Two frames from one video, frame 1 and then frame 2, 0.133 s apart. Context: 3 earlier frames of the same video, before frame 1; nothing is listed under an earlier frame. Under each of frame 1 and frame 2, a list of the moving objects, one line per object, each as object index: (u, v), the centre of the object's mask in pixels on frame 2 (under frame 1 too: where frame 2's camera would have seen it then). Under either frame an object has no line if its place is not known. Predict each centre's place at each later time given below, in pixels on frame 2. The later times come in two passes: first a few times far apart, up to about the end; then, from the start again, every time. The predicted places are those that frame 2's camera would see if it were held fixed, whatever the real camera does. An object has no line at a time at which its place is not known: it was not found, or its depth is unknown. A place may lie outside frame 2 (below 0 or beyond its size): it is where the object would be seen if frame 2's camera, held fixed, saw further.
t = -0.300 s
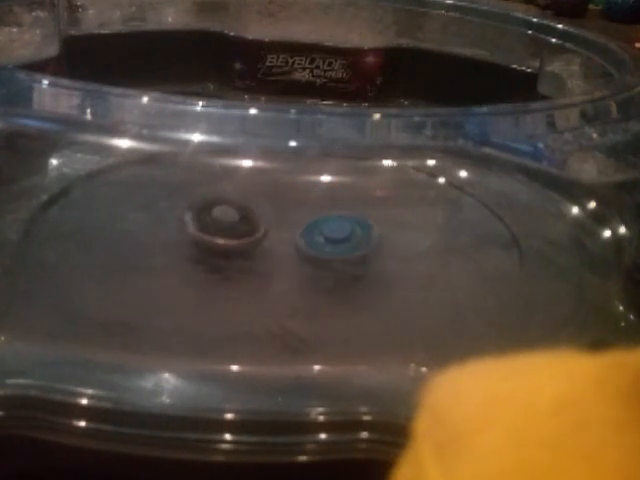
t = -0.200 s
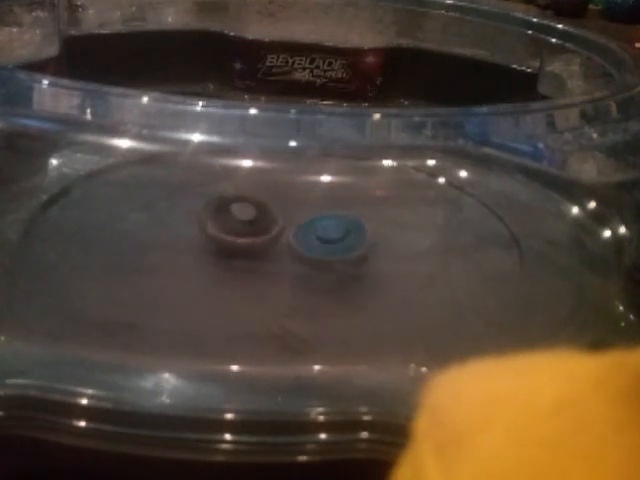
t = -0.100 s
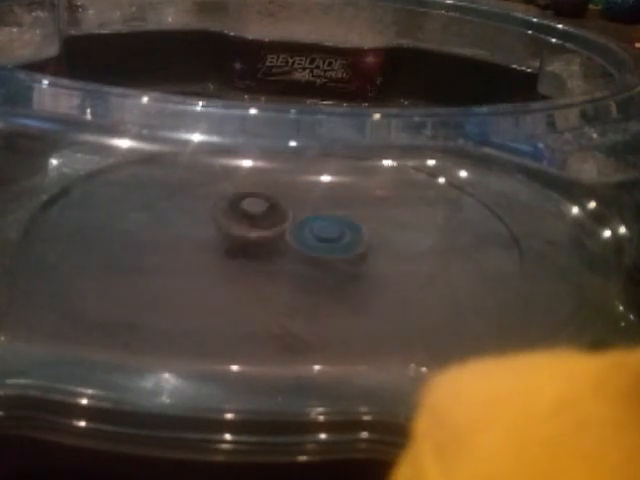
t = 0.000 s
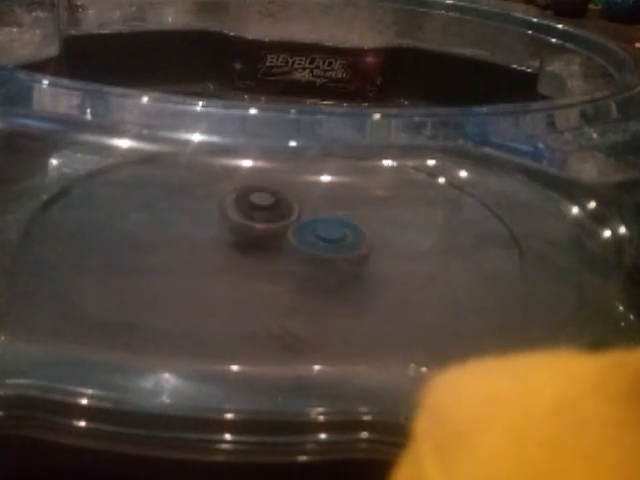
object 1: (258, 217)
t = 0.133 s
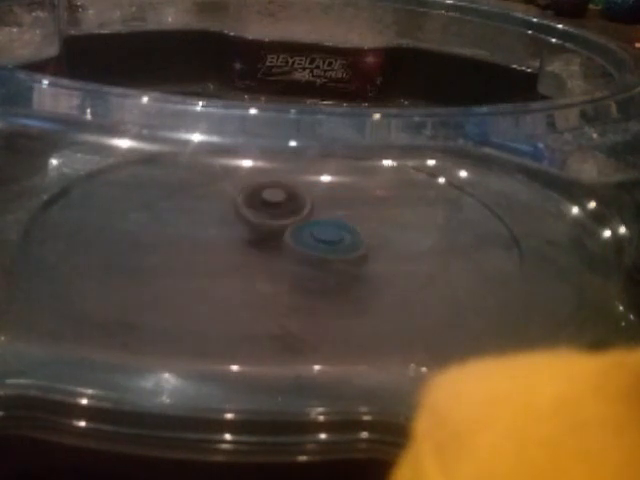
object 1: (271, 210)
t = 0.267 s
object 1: (286, 207)
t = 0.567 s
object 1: (312, 206)
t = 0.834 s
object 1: (308, 208)
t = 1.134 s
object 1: (281, 215)
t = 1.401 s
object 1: (258, 219)
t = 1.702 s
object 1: (243, 215)
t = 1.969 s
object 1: (255, 211)
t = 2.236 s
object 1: (281, 208)
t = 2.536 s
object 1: (312, 219)
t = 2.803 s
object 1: (337, 224)
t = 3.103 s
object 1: (337, 238)
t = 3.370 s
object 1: (343, 241)
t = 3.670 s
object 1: (314, 237)
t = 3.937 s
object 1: (316, 232)
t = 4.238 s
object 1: (323, 227)
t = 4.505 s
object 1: (326, 231)
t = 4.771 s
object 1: (352, 235)
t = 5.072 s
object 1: (333, 241)
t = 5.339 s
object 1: (324, 241)
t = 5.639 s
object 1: (315, 236)
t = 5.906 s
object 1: (324, 236)
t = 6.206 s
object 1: (316, 237)
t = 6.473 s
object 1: (316, 241)
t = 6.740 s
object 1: (302, 243)
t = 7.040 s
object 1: (294, 243)
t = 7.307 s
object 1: (296, 253)
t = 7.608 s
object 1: (305, 253)
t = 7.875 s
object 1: (310, 256)
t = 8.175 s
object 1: (308, 254)
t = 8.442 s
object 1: (298, 254)
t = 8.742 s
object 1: (283, 255)
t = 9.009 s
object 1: (267, 250)
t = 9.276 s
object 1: (258, 239)
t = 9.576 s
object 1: (261, 235)
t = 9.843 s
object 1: (265, 237)
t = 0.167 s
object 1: (275, 208)
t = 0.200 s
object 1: (278, 209)
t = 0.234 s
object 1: (282, 207)
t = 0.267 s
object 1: (286, 207)
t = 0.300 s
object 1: (290, 208)
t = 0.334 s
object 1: (294, 208)
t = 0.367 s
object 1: (299, 207)
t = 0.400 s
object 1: (301, 206)
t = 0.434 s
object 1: (302, 205)
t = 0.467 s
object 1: (305, 205)
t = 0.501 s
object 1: (307, 204)
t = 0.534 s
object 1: (309, 205)
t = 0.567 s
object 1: (312, 206)
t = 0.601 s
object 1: (313, 206)
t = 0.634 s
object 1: (314, 207)
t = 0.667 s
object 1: (315, 208)
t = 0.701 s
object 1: (315, 209)
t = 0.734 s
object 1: (314, 210)
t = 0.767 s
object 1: (313, 209)
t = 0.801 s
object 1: (311, 208)
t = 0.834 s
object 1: (308, 208)
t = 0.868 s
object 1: (307, 208)
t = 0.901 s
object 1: (304, 208)
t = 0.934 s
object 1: (301, 207)
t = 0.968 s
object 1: (298, 209)
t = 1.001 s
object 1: (294, 210)
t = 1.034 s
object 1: (292, 211)
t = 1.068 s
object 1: (288, 212)
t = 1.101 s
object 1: (285, 213)
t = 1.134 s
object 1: (281, 215)
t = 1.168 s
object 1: (278, 215)
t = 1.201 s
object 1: (276, 215)
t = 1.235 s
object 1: (272, 216)
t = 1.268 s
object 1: (270, 217)
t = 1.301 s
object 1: (266, 217)
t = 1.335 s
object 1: (262, 218)
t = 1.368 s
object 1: (260, 219)
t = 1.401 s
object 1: (258, 219)
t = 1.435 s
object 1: (255, 216)
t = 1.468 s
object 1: (253, 216)
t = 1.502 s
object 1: (250, 215)
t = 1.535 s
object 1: (246, 216)
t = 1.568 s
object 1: (246, 215)
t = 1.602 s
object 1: (245, 215)
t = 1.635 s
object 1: (244, 217)
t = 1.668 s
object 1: (244, 215)
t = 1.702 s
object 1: (243, 215)
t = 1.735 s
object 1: (244, 215)
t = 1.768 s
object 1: (245, 215)
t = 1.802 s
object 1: (245, 215)
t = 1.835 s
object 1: (247, 214)
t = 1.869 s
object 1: (249, 214)
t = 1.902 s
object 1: (251, 213)
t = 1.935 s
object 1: (254, 212)
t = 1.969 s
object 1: (255, 211)
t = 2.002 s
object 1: (259, 211)
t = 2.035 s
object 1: (261, 211)
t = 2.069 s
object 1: (265, 209)
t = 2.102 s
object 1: (269, 209)
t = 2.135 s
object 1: (272, 208)
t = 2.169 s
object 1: (276, 208)
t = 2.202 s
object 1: (279, 208)
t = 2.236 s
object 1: (281, 208)
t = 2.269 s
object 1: (285, 208)
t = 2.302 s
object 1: (288, 209)
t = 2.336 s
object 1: (291, 209)
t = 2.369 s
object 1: (295, 210)
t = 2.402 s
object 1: (298, 211)
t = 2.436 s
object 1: (302, 213)
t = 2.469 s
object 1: (305, 213)
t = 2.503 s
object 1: (309, 217)
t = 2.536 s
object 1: (312, 219)
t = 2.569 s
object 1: (315, 220)
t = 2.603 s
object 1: (320, 222)
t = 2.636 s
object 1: (324, 222)
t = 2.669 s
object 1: (328, 221)
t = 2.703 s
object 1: (331, 222)
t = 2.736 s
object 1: (333, 222)
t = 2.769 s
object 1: (335, 223)
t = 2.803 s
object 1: (337, 224)
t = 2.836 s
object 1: (339, 225)
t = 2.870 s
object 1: (341, 227)
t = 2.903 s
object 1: (342, 228)
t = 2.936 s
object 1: (344, 230)
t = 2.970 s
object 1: (344, 231)
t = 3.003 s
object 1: (343, 231)
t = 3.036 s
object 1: (343, 233)
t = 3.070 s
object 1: (340, 235)
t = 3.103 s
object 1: (337, 238)
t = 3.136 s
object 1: (334, 238)
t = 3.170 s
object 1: (338, 237)
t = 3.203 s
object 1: (345, 238)
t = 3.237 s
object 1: (346, 241)
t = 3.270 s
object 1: (347, 241)
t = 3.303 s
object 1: (347, 241)
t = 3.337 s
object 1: (345, 241)
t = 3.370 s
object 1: (343, 241)
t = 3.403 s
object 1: (339, 241)
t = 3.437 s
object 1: (337, 241)
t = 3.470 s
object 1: (334, 240)
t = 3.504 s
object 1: (331, 240)
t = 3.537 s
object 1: (327, 240)
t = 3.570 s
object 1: (322, 238)
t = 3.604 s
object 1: (318, 237)
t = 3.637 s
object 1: (314, 238)
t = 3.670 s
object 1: (314, 237)
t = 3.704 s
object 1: (315, 237)
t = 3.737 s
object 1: (315, 236)
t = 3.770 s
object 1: (316, 236)
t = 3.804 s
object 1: (316, 235)
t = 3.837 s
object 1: (317, 234)
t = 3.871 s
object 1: (317, 233)
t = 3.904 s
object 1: (317, 233)
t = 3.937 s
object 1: (316, 232)
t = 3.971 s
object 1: (315, 232)
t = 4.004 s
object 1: (314, 230)
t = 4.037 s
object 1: (313, 230)
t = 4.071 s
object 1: (312, 229)
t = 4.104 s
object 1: (315, 229)
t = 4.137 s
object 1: (318, 229)
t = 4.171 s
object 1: (320, 228)
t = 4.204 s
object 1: (321, 227)
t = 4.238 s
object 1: (323, 227)
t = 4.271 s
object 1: (323, 227)
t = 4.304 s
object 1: (326, 227)
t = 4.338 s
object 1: (327, 228)
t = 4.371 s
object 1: (327, 228)
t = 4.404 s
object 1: (327, 228)
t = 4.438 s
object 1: (327, 229)
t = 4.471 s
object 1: (328, 229)
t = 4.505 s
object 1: (326, 231)
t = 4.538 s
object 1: (327, 231)
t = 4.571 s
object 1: (328, 231)
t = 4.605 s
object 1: (340, 232)
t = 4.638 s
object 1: (347, 233)
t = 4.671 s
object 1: (349, 234)
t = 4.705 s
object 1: (349, 234)
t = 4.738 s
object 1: (350, 234)
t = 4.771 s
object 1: (352, 235)
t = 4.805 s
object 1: (352, 236)
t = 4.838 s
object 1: (351, 240)
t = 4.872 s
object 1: (350, 241)
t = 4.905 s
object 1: (350, 242)
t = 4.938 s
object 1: (347, 242)
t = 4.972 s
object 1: (345, 242)
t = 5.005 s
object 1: (341, 242)
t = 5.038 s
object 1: (338, 241)
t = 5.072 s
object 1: (333, 241)
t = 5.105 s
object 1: (329, 241)
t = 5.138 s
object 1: (322, 239)
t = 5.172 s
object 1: (318, 238)
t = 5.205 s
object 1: (314, 237)
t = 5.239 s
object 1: (315, 238)
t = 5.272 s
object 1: (320, 240)
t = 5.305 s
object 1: (323, 242)
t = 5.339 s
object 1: (324, 241)
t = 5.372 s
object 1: (323, 240)
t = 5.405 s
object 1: (323, 239)
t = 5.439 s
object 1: (321, 239)
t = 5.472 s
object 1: (322, 238)
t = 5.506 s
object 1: (320, 237)
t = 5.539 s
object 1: (320, 237)
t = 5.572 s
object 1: (318, 236)
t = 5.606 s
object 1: (318, 235)
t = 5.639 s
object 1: (315, 236)
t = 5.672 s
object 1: (314, 235)
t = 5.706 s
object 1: (314, 235)
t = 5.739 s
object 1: (318, 236)
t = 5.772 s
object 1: (320, 235)
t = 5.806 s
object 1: (322, 236)
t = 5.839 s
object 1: (322, 236)
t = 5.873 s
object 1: (324, 236)
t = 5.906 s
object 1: (324, 236)
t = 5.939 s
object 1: (324, 236)
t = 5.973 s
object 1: (324, 236)
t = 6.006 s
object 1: (323, 237)
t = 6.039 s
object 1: (323, 236)
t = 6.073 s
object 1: (323, 236)
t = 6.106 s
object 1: (320, 236)
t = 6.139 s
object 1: (320, 236)
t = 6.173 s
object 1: (317, 236)
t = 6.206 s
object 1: (316, 237)
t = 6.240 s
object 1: (318, 237)
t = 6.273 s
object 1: (319, 238)
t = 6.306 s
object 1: (319, 238)
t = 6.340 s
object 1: (319, 239)
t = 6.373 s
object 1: (318, 239)
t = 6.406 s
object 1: (319, 240)
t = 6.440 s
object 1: (317, 241)
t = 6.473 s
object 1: (316, 241)
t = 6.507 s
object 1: (314, 241)
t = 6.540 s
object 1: (313, 242)
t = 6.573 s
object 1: (310, 242)
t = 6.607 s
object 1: (309, 243)
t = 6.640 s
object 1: (307, 242)
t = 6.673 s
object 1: (306, 243)
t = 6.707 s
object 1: (303, 243)
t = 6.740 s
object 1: (302, 243)
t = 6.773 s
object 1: (299, 243)
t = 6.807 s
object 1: (299, 243)
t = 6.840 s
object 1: (296, 242)
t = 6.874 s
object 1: (297, 243)
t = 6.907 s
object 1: (296, 243)
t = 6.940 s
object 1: (296, 244)
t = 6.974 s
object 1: (295, 243)
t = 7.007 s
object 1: (296, 243)
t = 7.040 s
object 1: (294, 243)
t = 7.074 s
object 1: (294, 244)
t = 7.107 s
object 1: (293, 244)
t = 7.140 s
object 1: (294, 244)
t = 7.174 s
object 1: (293, 244)
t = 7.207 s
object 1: (295, 245)
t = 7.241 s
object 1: (295, 250)
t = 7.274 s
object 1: (296, 253)
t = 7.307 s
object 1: (296, 253)
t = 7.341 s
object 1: (297, 253)
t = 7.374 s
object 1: (297, 254)
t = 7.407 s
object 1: (299, 253)
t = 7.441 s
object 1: (299, 254)
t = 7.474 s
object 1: (300, 254)
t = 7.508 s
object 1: (301, 255)
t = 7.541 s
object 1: (303, 254)
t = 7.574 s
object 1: (304, 254)
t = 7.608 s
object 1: (305, 253)
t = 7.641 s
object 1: (307, 254)
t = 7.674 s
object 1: (306, 253)
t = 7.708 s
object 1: (307, 254)
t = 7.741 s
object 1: (308, 255)
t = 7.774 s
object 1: (310, 256)
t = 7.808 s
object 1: (309, 257)
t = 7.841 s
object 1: (310, 256)
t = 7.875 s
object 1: (310, 256)
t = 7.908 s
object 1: (310, 256)
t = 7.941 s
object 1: (310, 256)
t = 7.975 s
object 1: (311, 256)
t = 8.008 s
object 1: (310, 256)
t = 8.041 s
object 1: (312, 256)
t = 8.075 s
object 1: (311, 255)
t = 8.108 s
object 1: (309, 254)
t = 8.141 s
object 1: (309, 254)
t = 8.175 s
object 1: (308, 254)
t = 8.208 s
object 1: (308, 255)
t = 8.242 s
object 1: (308, 255)
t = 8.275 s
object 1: (308, 254)
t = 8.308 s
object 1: (305, 254)
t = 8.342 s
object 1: (305, 254)
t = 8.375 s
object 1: (303, 253)
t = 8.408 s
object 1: (302, 254)
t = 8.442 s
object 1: (298, 254)
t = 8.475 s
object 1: (299, 255)
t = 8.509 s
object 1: (298, 254)
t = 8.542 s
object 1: (297, 255)
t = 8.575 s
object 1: (296, 255)
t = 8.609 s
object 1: (290, 251)
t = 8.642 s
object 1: (287, 254)
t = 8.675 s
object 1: (285, 255)
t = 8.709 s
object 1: (285, 255)
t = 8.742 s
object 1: (283, 255)
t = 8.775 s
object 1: (282, 254)
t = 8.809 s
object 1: (280, 254)
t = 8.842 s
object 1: (278, 253)
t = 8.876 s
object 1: (276, 253)
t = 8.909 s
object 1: (273, 252)
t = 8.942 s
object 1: (272, 251)
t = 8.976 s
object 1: (268, 251)
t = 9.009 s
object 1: (267, 250)
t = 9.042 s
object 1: (265, 248)
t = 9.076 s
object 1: (263, 247)
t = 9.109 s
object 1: (263, 246)
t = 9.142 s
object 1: (261, 243)
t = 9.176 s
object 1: (261, 242)
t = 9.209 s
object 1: (262, 241)
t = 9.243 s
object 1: (261, 241)
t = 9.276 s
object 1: (258, 239)
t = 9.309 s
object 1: (259, 238)
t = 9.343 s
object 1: (258, 238)
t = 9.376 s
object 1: (259, 238)
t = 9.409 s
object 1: (259, 237)
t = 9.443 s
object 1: (262, 236)
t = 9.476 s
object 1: (262, 235)
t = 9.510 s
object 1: (263, 235)
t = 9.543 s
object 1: (262, 235)
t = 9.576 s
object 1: (261, 235)
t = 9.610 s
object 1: (262, 235)
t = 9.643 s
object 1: (263, 235)
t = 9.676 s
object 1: (264, 235)
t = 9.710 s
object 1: (263, 235)
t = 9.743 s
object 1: (263, 236)
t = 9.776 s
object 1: (264, 236)
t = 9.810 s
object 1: (263, 237)
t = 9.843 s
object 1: (265, 237)
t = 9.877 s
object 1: (265, 238)
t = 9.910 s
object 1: (268, 239)
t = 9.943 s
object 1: (269, 239)
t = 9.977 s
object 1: (272, 239)
